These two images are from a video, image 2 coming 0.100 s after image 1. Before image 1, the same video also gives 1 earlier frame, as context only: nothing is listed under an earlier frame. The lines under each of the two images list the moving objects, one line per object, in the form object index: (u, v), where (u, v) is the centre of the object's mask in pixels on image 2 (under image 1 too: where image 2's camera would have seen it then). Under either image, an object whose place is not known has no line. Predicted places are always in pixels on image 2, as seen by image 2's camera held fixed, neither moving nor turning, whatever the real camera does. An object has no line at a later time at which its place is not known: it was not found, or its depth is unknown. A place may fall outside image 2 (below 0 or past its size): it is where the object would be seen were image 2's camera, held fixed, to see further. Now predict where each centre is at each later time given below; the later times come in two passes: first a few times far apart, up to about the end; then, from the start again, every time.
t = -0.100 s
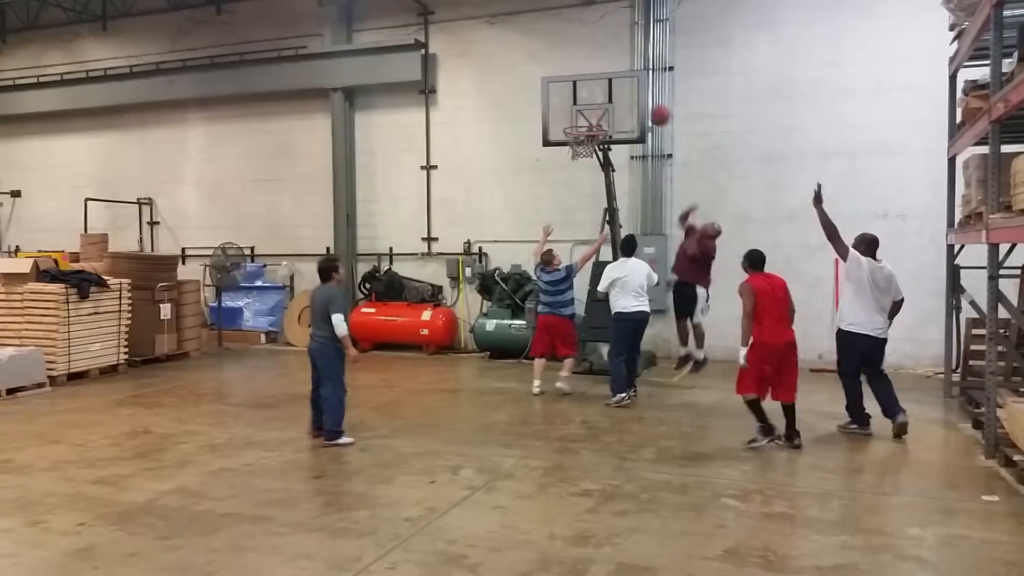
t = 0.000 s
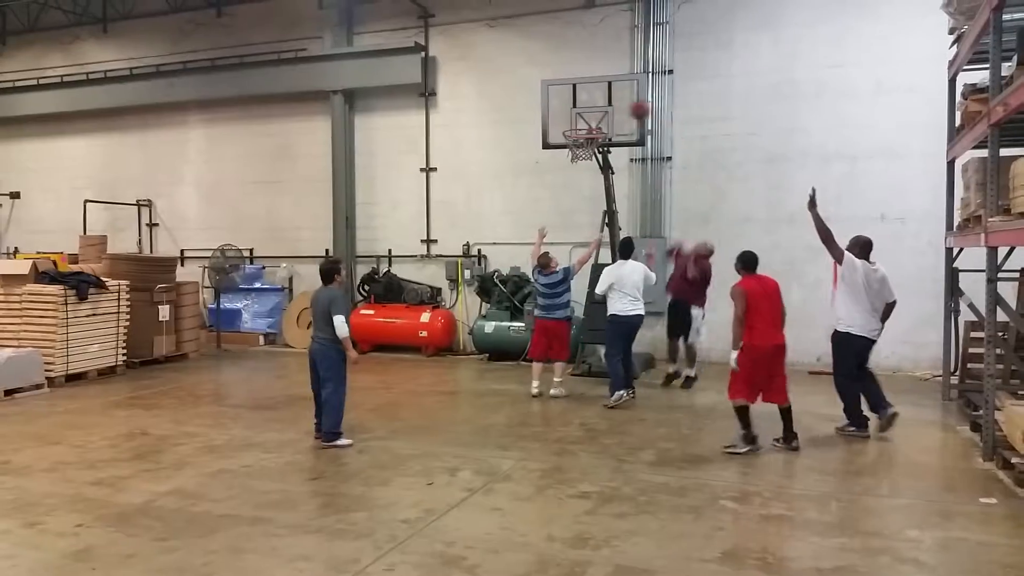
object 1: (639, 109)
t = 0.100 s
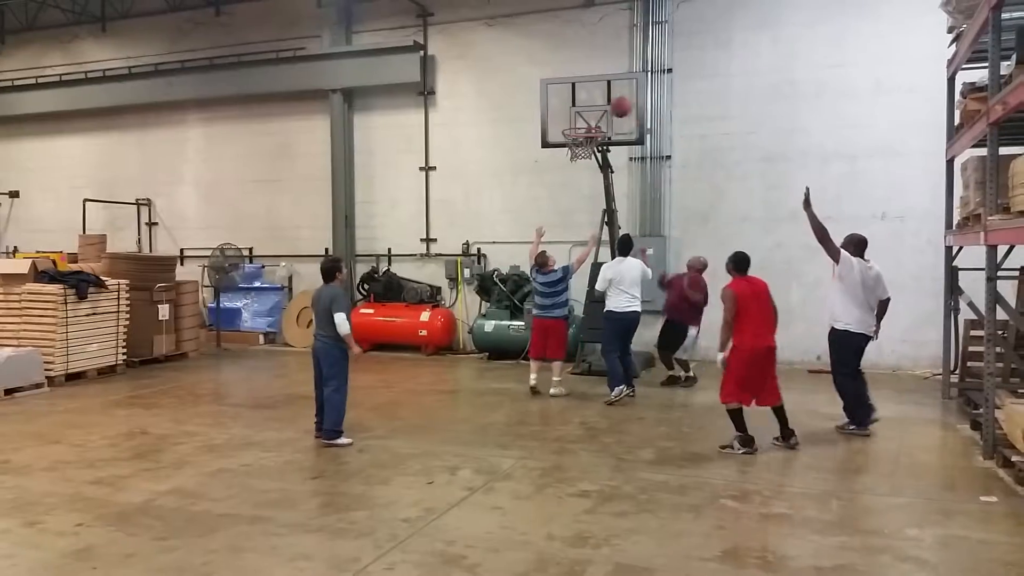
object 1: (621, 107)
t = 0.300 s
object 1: (584, 130)
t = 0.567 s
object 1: (570, 160)
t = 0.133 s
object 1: (615, 109)
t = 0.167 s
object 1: (608, 111)
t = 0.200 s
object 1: (602, 115)
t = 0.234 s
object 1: (596, 117)
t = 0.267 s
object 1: (588, 125)
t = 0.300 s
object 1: (584, 130)
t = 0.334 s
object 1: (576, 138)
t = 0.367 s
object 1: (571, 145)
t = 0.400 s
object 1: (568, 147)
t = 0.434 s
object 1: (567, 148)
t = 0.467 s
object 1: (567, 149)
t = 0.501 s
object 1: (568, 152)
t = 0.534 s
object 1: (570, 155)
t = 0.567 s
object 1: (570, 160)
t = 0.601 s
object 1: (571, 165)
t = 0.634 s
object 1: (571, 172)
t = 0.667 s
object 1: (572, 179)
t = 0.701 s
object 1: (573, 187)
